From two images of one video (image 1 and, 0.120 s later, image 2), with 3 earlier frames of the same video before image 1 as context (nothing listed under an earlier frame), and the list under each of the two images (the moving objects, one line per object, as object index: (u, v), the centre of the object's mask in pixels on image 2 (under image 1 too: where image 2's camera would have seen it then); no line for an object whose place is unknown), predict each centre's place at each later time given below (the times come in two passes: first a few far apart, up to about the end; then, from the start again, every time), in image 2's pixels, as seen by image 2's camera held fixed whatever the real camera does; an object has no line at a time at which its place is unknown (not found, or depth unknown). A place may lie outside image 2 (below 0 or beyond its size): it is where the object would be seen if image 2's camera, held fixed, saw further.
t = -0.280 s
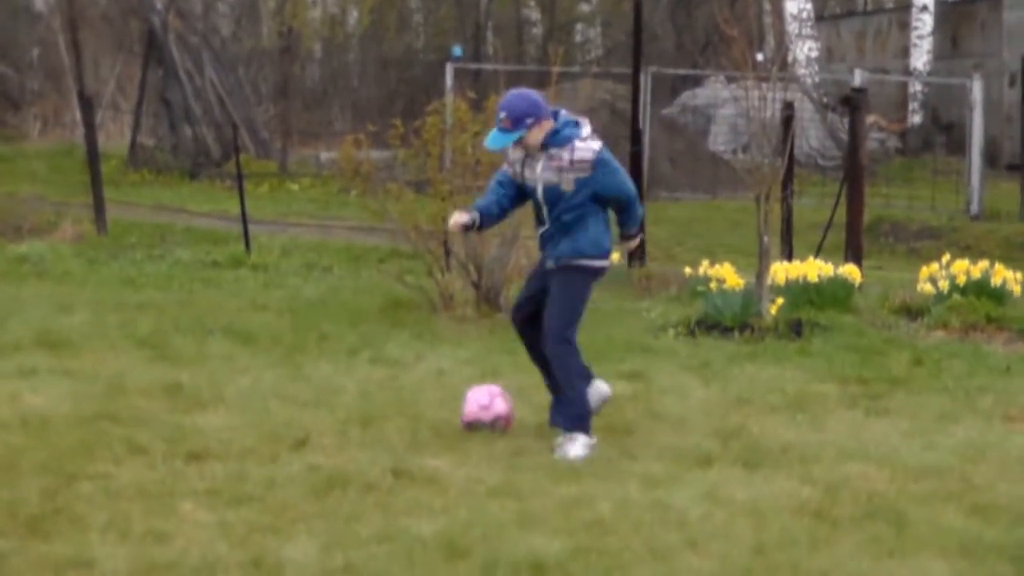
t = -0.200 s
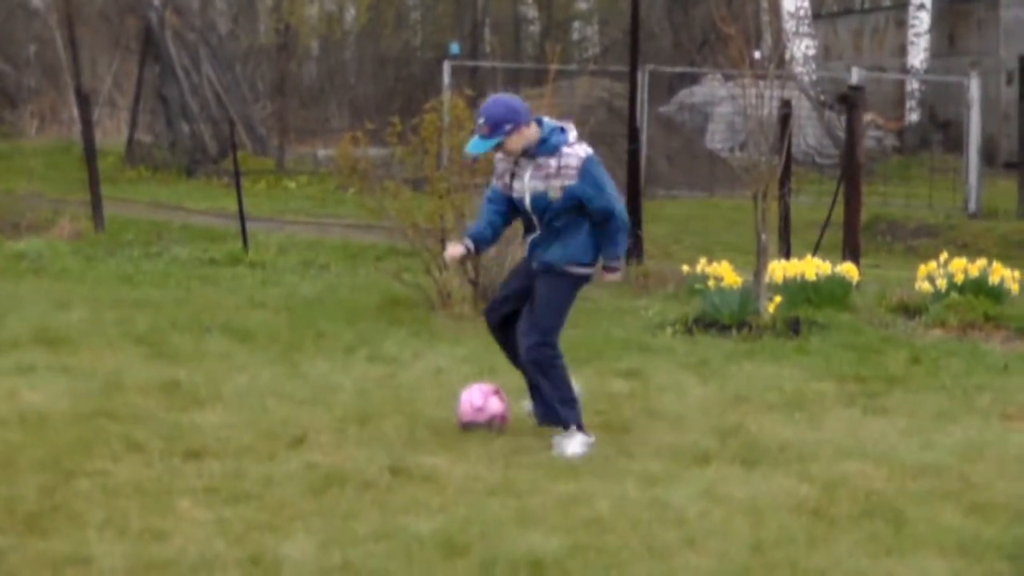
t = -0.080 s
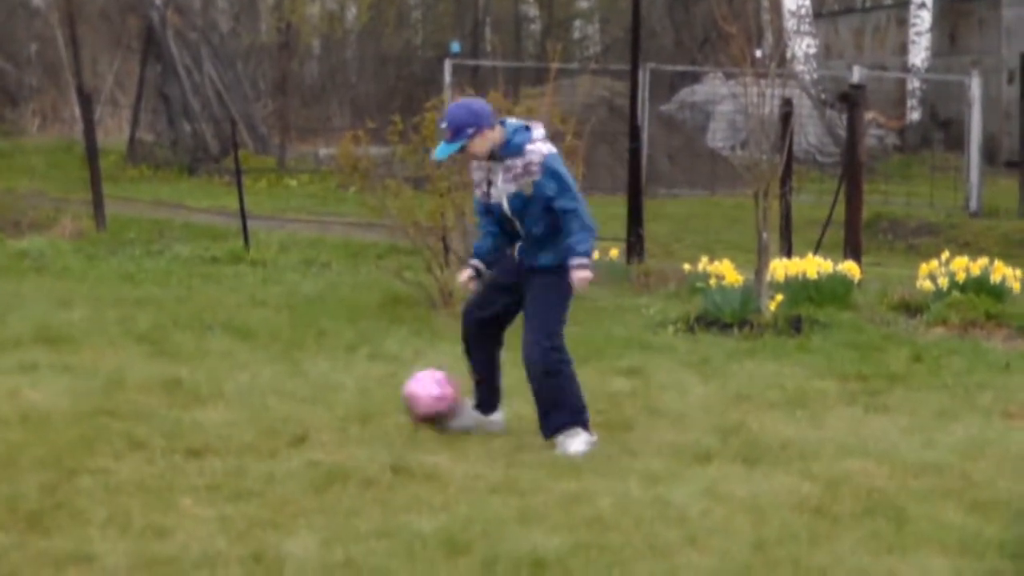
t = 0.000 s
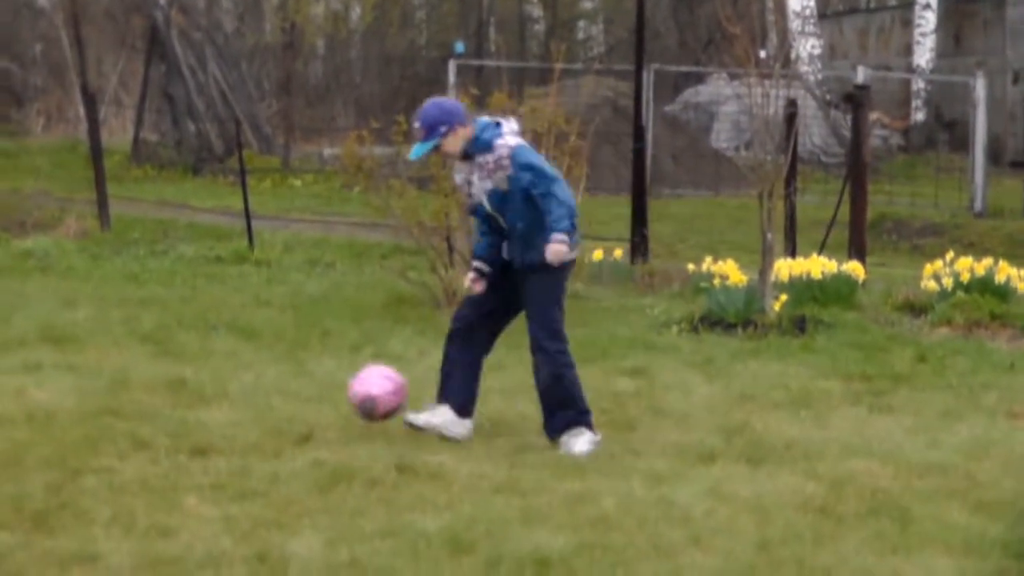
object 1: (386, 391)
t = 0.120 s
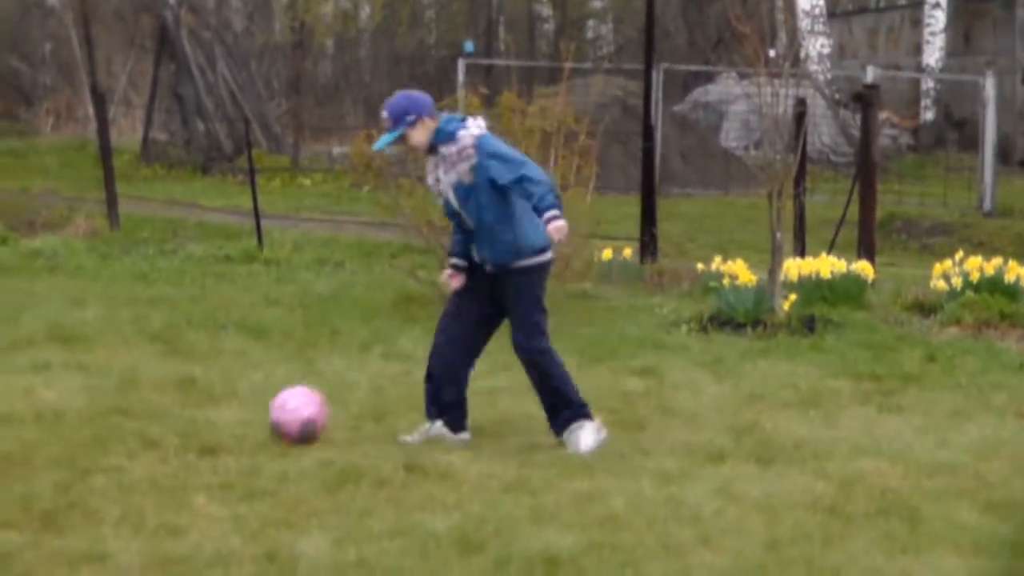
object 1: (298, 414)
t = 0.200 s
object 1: (250, 417)
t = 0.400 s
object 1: (150, 424)
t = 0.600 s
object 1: (65, 432)
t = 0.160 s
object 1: (271, 420)
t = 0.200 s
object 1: (250, 417)
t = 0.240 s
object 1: (229, 416)
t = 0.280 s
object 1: (208, 419)
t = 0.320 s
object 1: (186, 424)
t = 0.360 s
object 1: (169, 426)
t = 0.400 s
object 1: (150, 424)
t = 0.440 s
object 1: (133, 424)
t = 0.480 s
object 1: (117, 425)
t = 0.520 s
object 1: (99, 429)
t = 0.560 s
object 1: (82, 432)
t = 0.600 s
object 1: (65, 432)
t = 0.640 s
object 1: (50, 434)
